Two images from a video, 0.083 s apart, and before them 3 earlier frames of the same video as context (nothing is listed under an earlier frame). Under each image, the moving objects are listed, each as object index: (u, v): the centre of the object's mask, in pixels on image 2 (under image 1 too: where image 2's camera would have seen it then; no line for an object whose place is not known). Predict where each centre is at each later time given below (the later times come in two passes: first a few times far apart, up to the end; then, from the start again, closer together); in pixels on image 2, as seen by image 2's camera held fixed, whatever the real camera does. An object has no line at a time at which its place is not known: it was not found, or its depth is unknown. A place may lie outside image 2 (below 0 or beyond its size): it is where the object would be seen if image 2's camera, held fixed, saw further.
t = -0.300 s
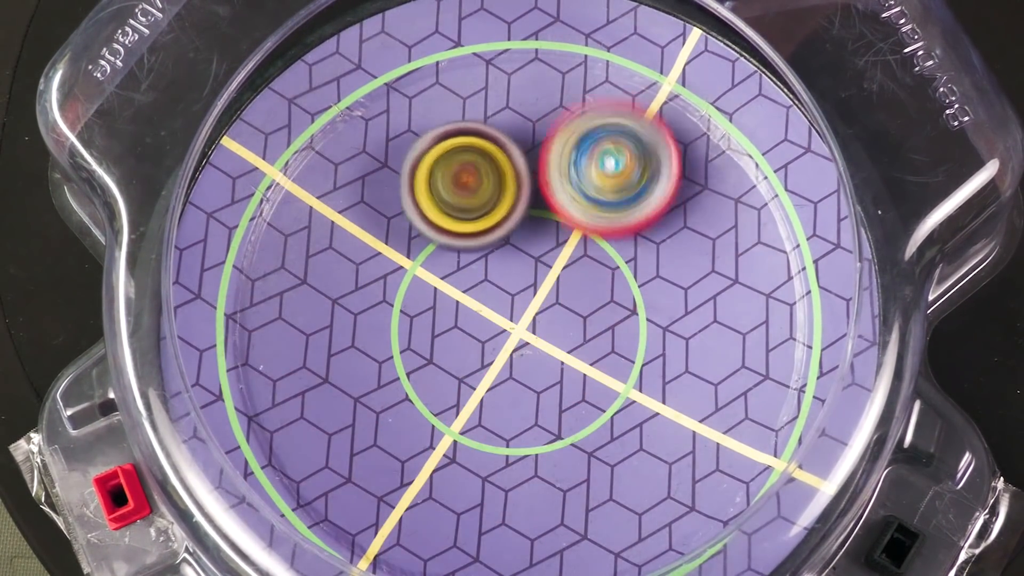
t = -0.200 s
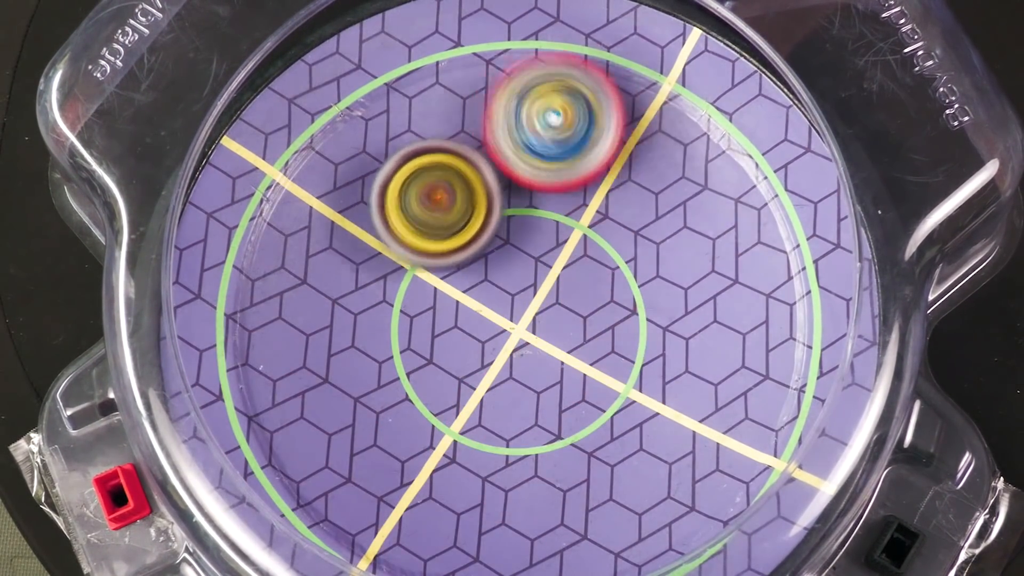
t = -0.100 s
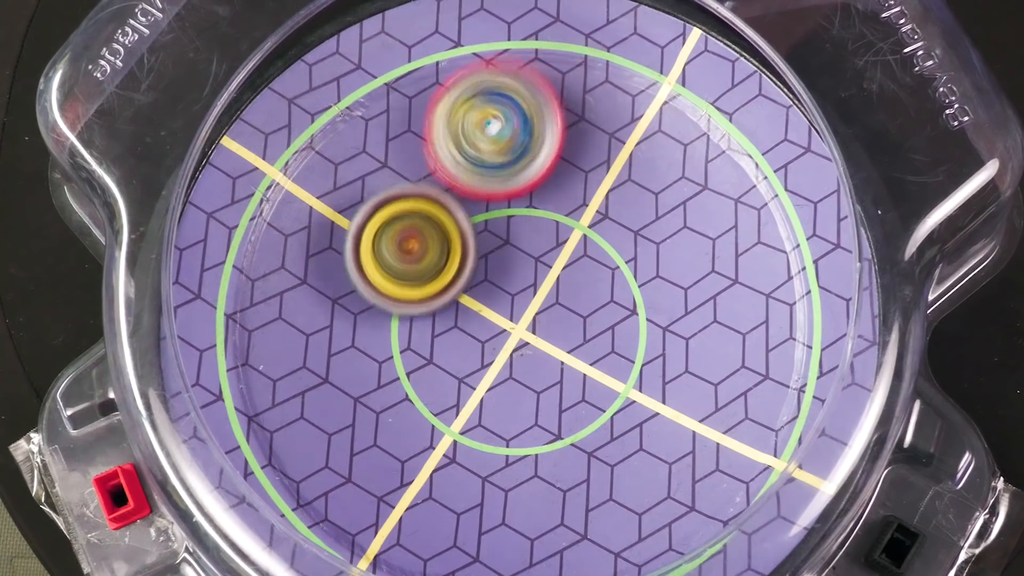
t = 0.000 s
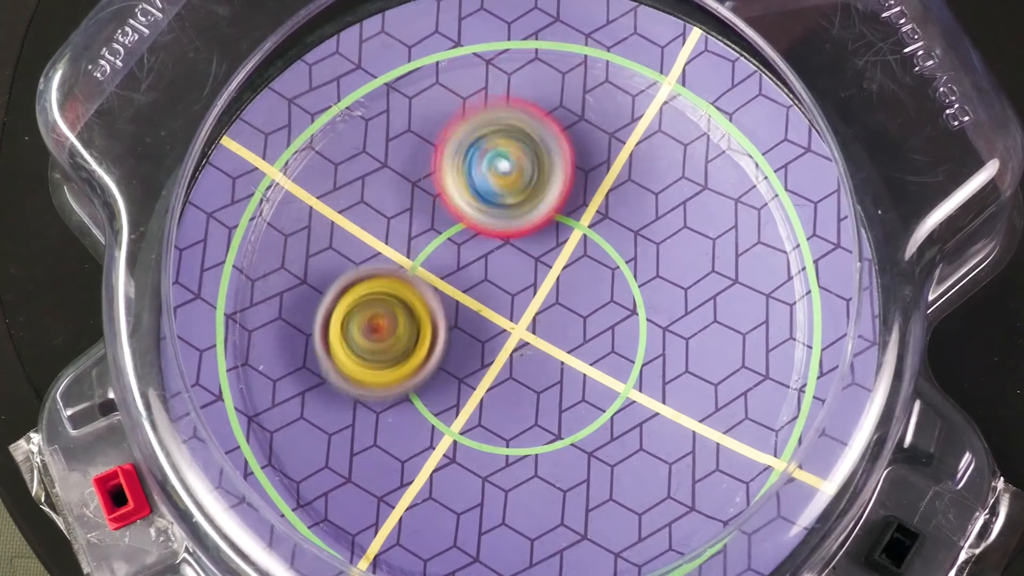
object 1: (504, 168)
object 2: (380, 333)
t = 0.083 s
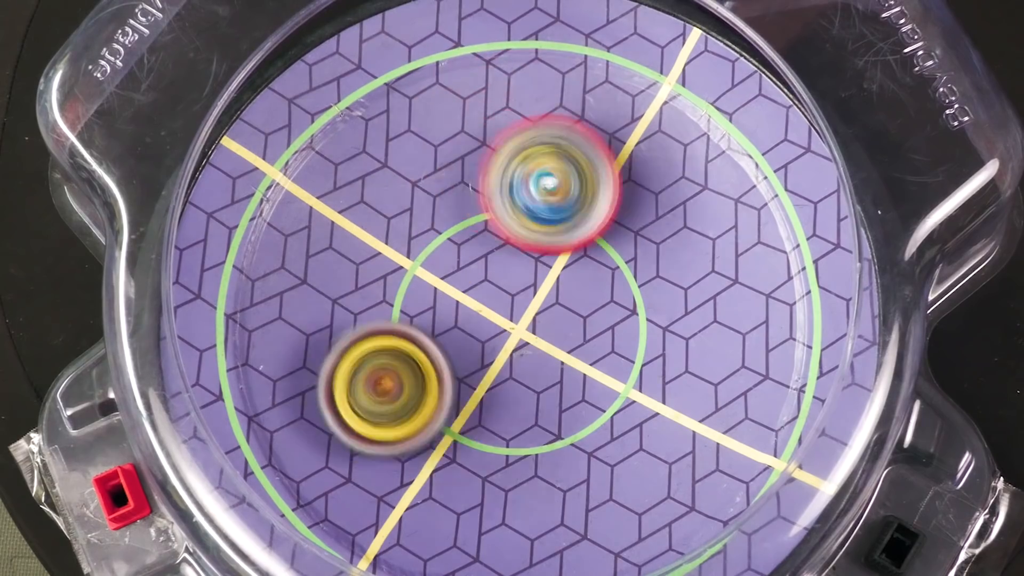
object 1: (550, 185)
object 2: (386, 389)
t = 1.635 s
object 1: (617, 189)
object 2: (366, 404)
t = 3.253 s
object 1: (600, 387)
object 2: (461, 218)
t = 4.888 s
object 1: (555, 200)
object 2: (568, 338)
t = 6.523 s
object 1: (681, 217)
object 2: (349, 290)
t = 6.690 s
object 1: (664, 255)
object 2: (424, 287)
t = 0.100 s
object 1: (562, 185)
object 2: (392, 396)
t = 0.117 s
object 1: (571, 184)
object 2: (399, 401)
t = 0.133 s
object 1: (580, 184)
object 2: (408, 405)
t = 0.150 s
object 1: (590, 181)
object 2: (417, 408)
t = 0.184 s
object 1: (604, 173)
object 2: (438, 411)
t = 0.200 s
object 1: (611, 169)
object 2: (448, 411)
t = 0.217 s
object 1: (616, 164)
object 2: (458, 410)
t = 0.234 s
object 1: (619, 160)
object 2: (468, 409)
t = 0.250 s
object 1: (622, 156)
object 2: (478, 406)
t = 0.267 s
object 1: (624, 152)
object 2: (487, 404)
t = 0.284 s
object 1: (625, 150)
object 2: (496, 401)
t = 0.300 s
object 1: (625, 147)
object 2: (504, 397)
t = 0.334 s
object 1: (621, 146)
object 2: (521, 388)
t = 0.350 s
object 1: (619, 147)
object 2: (528, 383)
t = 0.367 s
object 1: (615, 150)
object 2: (534, 379)
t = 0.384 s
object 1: (612, 152)
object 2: (541, 372)
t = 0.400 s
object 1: (609, 157)
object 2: (547, 367)
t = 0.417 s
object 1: (605, 162)
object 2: (552, 361)
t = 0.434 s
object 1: (602, 168)
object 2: (557, 356)
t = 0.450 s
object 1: (599, 176)
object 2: (561, 350)
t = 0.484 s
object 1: (596, 193)
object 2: (568, 338)
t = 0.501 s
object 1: (596, 201)
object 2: (568, 337)
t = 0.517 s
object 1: (604, 193)
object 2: (556, 362)
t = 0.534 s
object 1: (611, 185)
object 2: (542, 388)
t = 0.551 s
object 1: (617, 178)
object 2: (527, 417)
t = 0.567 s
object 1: (624, 175)
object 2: (515, 435)
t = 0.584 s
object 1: (629, 171)
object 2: (502, 455)
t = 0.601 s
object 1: (633, 170)
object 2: (491, 473)
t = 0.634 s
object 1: (640, 165)
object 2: (473, 503)
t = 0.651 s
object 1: (642, 162)
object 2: (467, 514)
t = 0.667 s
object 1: (642, 163)
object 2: (462, 520)
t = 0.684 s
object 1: (642, 163)
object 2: (459, 525)
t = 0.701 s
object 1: (643, 163)
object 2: (457, 530)
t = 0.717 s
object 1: (643, 164)
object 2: (457, 533)
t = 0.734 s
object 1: (642, 165)
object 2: (458, 536)
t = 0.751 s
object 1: (641, 166)
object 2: (460, 537)
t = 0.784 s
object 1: (637, 174)
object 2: (469, 538)
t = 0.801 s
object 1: (636, 178)
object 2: (476, 538)
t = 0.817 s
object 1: (633, 183)
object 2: (482, 537)
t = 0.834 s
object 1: (632, 188)
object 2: (491, 536)
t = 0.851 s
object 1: (630, 194)
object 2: (500, 534)
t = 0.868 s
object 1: (628, 201)
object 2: (510, 531)
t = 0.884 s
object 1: (626, 211)
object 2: (520, 528)
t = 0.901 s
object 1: (625, 219)
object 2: (529, 523)
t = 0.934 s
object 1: (624, 239)
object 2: (546, 513)
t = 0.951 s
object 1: (625, 249)
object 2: (554, 505)
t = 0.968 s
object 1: (626, 259)
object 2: (561, 495)
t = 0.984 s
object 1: (629, 269)
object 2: (567, 485)
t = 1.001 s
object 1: (632, 278)
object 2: (572, 474)
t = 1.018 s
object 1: (635, 287)
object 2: (577, 464)
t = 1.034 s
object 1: (639, 294)
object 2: (581, 453)
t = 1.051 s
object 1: (643, 301)
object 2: (584, 443)
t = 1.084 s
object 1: (660, 305)
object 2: (577, 435)
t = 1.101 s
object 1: (672, 300)
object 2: (569, 435)
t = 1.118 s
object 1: (683, 297)
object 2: (562, 435)
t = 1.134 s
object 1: (689, 293)
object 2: (555, 432)
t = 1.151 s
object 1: (697, 286)
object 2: (549, 430)
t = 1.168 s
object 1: (702, 281)
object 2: (545, 426)
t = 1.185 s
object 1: (707, 274)
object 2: (541, 422)
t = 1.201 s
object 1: (708, 268)
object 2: (537, 417)
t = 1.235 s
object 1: (710, 255)
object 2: (530, 406)
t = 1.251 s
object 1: (707, 247)
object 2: (528, 401)
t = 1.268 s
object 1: (704, 242)
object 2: (526, 395)
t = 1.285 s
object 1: (697, 237)
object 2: (525, 389)
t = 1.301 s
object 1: (691, 232)
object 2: (523, 383)
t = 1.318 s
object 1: (683, 230)
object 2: (522, 377)
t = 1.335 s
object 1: (673, 228)
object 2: (520, 371)
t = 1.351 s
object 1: (664, 230)
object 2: (519, 366)
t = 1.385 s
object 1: (644, 235)
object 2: (515, 357)
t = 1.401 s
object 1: (631, 240)
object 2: (513, 352)
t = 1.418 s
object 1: (621, 243)
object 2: (511, 349)
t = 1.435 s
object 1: (611, 250)
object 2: (508, 346)
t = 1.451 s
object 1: (613, 249)
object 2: (493, 350)
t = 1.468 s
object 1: (619, 242)
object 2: (471, 359)
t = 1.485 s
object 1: (623, 236)
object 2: (452, 369)
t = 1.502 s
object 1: (626, 230)
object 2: (435, 374)
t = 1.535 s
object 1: (629, 219)
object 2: (406, 385)
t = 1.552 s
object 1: (630, 213)
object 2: (395, 389)
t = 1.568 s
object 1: (630, 207)
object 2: (386, 392)
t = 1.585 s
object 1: (629, 203)
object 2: (378, 395)
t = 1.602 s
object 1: (625, 197)
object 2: (373, 398)
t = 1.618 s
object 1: (622, 192)
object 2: (368, 401)
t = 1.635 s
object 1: (617, 189)
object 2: (366, 404)
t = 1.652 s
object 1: (611, 187)
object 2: (365, 406)
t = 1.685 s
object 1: (597, 187)
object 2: (365, 410)
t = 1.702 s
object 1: (590, 188)
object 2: (366, 412)
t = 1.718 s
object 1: (584, 191)
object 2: (368, 414)
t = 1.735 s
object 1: (576, 196)
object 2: (371, 415)
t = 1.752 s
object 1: (571, 201)
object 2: (374, 416)
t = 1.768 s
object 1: (564, 208)
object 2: (377, 417)
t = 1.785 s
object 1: (557, 216)
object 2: (381, 418)
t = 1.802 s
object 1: (553, 224)
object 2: (385, 418)
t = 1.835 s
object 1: (546, 242)
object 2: (394, 417)
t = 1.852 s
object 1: (543, 251)
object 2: (398, 416)
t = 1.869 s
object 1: (541, 260)
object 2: (402, 415)
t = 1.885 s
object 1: (541, 270)
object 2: (407, 413)
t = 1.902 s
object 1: (540, 277)
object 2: (412, 411)
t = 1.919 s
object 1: (541, 287)
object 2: (417, 409)
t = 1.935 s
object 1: (542, 296)
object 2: (422, 407)
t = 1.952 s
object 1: (543, 305)
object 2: (426, 404)
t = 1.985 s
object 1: (554, 323)
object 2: (427, 400)
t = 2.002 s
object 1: (580, 323)
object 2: (408, 402)
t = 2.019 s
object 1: (607, 323)
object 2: (388, 406)
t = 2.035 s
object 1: (623, 321)
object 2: (373, 407)
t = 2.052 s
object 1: (639, 319)
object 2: (358, 408)
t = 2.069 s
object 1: (651, 318)
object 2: (347, 409)
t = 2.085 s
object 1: (659, 316)
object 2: (338, 408)
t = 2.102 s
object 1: (669, 312)
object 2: (330, 407)
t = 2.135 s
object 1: (688, 305)
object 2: (322, 405)
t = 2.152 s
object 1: (698, 301)
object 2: (321, 403)
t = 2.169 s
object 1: (708, 296)
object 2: (321, 401)
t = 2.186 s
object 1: (716, 293)
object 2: (323, 400)
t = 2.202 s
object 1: (724, 288)
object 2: (326, 397)
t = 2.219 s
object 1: (732, 283)
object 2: (331, 395)
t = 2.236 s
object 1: (739, 279)
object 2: (336, 392)
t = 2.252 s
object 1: (745, 273)
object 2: (341, 389)
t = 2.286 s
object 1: (756, 263)
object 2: (354, 382)
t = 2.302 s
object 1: (760, 256)
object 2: (361, 379)
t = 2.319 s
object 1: (763, 249)
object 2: (369, 375)
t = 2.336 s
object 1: (766, 242)
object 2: (377, 371)
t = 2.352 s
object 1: (766, 236)
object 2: (386, 367)
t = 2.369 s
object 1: (765, 228)
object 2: (394, 363)
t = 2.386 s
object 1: (763, 222)
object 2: (401, 358)
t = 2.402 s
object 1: (757, 216)
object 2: (409, 354)
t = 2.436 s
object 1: (743, 209)
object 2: (425, 345)
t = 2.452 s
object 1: (734, 207)
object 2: (433, 339)
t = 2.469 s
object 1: (724, 206)
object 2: (440, 333)
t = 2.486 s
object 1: (715, 206)
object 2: (447, 327)
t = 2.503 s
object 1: (706, 208)
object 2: (454, 321)
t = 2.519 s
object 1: (696, 210)
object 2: (460, 314)
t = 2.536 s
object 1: (687, 212)
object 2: (466, 308)
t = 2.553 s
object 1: (678, 215)
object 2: (472, 300)
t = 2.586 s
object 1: (660, 224)
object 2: (484, 284)
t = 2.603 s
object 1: (651, 228)
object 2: (489, 275)
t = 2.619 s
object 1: (639, 231)
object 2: (495, 266)
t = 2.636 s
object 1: (631, 236)
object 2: (498, 258)
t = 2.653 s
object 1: (631, 240)
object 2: (494, 245)
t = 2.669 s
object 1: (637, 247)
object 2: (487, 234)
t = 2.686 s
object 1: (644, 257)
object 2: (477, 220)
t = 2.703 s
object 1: (647, 263)
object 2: (470, 210)
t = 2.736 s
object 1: (650, 277)
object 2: (456, 189)
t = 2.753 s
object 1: (652, 282)
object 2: (451, 181)
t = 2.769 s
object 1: (654, 287)
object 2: (447, 174)
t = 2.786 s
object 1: (656, 292)
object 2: (443, 169)
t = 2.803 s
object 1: (659, 297)
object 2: (439, 165)
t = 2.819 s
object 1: (661, 302)
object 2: (436, 161)
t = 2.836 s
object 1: (663, 307)
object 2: (433, 159)
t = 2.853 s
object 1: (664, 313)
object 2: (431, 157)
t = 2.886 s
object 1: (667, 323)
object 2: (426, 156)
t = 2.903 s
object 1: (668, 328)
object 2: (424, 156)
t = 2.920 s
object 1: (668, 333)
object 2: (422, 156)
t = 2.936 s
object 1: (668, 338)
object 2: (421, 158)
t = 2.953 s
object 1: (668, 342)
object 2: (420, 158)
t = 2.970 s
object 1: (669, 348)
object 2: (419, 160)
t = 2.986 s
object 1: (667, 352)
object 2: (419, 162)
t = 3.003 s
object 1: (666, 355)
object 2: (419, 163)
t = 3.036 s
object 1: (662, 363)
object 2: (420, 169)
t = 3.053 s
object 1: (659, 365)
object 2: (422, 172)
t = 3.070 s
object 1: (658, 367)
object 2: (424, 175)
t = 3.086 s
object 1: (654, 369)
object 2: (426, 179)
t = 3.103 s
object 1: (649, 371)
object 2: (429, 183)
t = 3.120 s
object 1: (644, 373)
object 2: (432, 186)
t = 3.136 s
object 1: (641, 375)
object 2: (435, 191)
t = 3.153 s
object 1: (635, 377)
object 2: (438, 194)
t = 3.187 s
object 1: (623, 380)
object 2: (445, 203)
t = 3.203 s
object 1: (618, 383)
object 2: (449, 207)
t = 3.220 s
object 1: (612, 385)
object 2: (453, 211)
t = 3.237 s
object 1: (606, 386)
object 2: (458, 215)
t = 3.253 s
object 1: (600, 387)
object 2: (461, 218)
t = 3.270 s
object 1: (593, 390)
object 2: (467, 221)
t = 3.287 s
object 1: (586, 392)
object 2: (470, 224)
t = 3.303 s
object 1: (580, 392)
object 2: (475, 226)
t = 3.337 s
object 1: (567, 395)
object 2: (486, 230)
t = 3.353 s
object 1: (562, 397)
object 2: (491, 233)
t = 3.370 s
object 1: (555, 397)
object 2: (496, 234)
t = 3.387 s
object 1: (550, 397)
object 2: (502, 235)
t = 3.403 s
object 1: (542, 397)
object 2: (509, 237)
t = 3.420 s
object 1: (534, 398)
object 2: (515, 238)
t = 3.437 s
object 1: (528, 398)
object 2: (522, 239)
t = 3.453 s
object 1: (523, 399)
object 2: (529, 239)
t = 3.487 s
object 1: (509, 398)
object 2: (543, 241)
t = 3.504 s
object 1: (503, 397)
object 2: (551, 242)
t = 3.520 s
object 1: (497, 398)
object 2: (558, 242)
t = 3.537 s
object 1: (490, 398)
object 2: (565, 242)
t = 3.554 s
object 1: (484, 396)
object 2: (572, 242)
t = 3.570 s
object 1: (479, 395)
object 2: (579, 242)
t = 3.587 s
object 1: (472, 395)
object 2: (586, 242)
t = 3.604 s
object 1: (467, 394)
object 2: (592, 241)
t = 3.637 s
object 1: (457, 391)
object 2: (604, 240)
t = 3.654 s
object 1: (450, 390)
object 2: (609, 239)
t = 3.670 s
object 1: (443, 389)
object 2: (614, 239)
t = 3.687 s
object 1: (439, 387)
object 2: (618, 238)
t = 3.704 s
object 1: (435, 385)
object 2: (623, 237)
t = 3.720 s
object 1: (429, 383)
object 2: (626, 236)
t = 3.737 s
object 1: (423, 382)
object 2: (630, 235)
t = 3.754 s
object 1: (420, 380)
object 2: (633, 234)
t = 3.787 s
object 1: (411, 375)
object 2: (637, 232)
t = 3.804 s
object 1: (407, 373)
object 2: (640, 231)
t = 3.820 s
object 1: (404, 369)
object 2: (642, 230)
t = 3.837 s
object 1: (402, 367)
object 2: (644, 229)
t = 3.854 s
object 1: (398, 364)
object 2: (644, 228)
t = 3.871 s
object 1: (397, 362)
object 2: (645, 227)
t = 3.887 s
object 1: (396, 360)
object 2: (646, 227)
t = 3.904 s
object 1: (396, 357)
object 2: (646, 227)
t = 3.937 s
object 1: (396, 352)
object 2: (647, 226)
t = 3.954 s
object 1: (397, 348)
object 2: (646, 226)
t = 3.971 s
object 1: (399, 345)
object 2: (646, 227)
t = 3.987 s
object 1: (400, 341)
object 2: (645, 227)
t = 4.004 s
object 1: (401, 337)
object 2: (644, 227)
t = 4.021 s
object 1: (403, 331)
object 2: (643, 228)
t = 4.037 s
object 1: (406, 326)
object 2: (642, 229)
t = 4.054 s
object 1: (407, 322)
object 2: (641, 230)
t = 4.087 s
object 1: (411, 310)
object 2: (638, 232)
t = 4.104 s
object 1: (414, 306)
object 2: (636, 233)
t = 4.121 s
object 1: (415, 301)
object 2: (635, 234)
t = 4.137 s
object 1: (417, 295)
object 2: (633, 236)
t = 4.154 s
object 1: (420, 290)
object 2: (631, 237)
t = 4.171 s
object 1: (423, 285)
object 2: (630, 238)
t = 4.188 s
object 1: (424, 281)
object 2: (628, 239)
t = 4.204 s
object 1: (427, 275)
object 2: (627, 241)
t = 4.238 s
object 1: (433, 265)
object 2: (623, 244)
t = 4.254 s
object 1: (435, 261)
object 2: (622, 245)
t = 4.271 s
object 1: (437, 256)
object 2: (620, 247)
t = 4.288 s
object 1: (440, 250)
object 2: (619, 248)
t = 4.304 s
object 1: (444, 246)
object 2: (618, 250)
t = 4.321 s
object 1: (446, 242)
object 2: (616, 252)
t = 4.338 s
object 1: (449, 237)
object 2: (614, 254)
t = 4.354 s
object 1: (452, 232)
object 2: (613, 256)
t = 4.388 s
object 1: (459, 225)
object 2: (609, 260)
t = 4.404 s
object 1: (462, 220)
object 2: (608, 262)
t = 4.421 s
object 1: (465, 216)
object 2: (606, 264)
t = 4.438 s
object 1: (469, 213)
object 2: (605, 267)
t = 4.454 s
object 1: (472, 211)
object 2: (603, 269)
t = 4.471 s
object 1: (475, 207)
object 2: (602, 272)
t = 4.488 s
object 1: (479, 204)
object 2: (600, 275)
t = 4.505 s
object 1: (483, 200)
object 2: (599, 277)
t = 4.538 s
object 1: (489, 194)
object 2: (596, 282)
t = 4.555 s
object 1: (493, 191)
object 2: (594, 285)
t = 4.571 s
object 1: (497, 187)
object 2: (592, 288)
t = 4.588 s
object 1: (501, 186)
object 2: (591, 290)
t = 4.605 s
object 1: (504, 184)
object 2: (589, 292)
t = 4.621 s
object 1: (507, 182)
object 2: (588, 295)
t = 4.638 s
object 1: (512, 179)
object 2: (586, 297)
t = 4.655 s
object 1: (515, 179)
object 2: (585, 300)
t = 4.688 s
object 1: (520, 178)
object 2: (582, 304)
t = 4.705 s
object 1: (522, 178)
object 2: (581, 307)
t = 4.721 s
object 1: (526, 179)
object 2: (579, 310)
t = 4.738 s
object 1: (528, 180)
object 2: (578, 313)
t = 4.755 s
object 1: (531, 182)
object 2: (577, 316)
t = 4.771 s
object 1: (533, 183)
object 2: (577, 318)
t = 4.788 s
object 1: (538, 185)
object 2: (575, 320)
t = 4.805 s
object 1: (540, 188)
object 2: (574, 323)
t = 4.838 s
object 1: (546, 193)
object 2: (571, 328)
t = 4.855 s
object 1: (549, 195)
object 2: (570, 330)
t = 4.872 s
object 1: (551, 197)
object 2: (569, 334)
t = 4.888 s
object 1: (555, 200)
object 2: (568, 338)
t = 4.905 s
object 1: (557, 201)
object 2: (566, 341)
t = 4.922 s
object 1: (559, 202)
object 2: (565, 344)
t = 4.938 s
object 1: (563, 204)
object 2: (563, 347)
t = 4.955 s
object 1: (566, 206)
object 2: (562, 350)
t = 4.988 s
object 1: (570, 211)
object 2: (559, 353)
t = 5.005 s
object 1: (573, 214)
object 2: (557, 355)
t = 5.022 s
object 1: (575, 217)
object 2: (555, 357)
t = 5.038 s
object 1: (577, 222)
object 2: (554, 358)
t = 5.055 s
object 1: (580, 225)
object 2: (552, 359)
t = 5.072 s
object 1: (583, 226)
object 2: (550, 361)
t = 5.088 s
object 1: (589, 223)
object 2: (545, 369)
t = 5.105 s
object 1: (594, 220)
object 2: (540, 378)
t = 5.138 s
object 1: (597, 212)
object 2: (530, 390)
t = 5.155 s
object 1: (601, 208)
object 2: (526, 393)
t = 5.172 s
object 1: (603, 205)
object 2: (523, 396)
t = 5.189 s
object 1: (603, 201)
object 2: (520, 398)
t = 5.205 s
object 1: (604, 197)
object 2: (518, 399)
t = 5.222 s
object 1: (604, 193)
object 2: (515, 399)
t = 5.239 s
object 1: (604, 191)
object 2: (514, 400)
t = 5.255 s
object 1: (603, 190)
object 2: (512, 399)
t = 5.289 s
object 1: (600, 188)
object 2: (509, 398)
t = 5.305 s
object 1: (598, 188)
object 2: (507, 396)
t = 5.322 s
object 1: (595, 189)
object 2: (506, 395)
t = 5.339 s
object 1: (593, 190)
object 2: (505, 394)
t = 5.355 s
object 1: (589, 193)
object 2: (503, 393)
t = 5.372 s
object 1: (584, 196)
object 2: (502, 391)
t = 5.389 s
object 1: (583, 198)
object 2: (501, 389)
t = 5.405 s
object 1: (579, 202)
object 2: (500, 387)
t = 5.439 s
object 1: (572, 213)
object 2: (498, 382)
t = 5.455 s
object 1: (568, 217)
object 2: (497, 379)
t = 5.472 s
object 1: (568, 223)
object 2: (496, 377)
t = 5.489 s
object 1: (564, 227)
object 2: (494, 375)
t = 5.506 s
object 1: (561, 234)
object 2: (493, 373)
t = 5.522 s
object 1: (558, 239)
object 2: (492, 370)
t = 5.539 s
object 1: (556, 243)
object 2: (491, 367)
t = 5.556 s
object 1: (554, 250)
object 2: (490, 365)
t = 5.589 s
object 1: (574, 238)
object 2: (465, 383)
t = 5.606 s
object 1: (583, 233)
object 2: (450, 395)
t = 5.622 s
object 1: (590, 226)
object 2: (437, 405)
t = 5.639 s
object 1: (595, 223)
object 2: (426, 414)
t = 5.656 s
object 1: (599, 219)
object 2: (416, 419)
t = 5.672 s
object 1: (602, 218)
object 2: (408, 424)
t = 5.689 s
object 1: (603, 214)
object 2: (402, 427)
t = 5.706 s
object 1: (605, 211)
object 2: (398, 429)
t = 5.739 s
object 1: (612, 205)
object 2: (394, 429)
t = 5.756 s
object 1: (616, 202)
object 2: (393, 428)
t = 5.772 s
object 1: (618, 201)
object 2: (394, 426)
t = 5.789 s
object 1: (621, 197)
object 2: (394, 424)
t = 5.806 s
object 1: (623, 196)
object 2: (396, 422)
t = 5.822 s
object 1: (626, 193)
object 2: (399, 418)
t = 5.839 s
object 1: (628, 192)
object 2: (401, 415)
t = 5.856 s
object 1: (629, 190)
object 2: (404, 412)
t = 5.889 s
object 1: (629, 190)
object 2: (410, 403)
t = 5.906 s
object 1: (628, 192)
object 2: (414, 399)
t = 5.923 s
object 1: (626, 191)
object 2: (418, 394)
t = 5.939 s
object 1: (625, 193)
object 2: (422, 388)
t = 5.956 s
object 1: (623, 195)
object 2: (426, 383)
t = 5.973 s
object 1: (622, 198)
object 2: (430, 378)
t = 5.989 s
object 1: (617, 202)
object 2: (434, 373)
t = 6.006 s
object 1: (615, 206)
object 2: (437, 367)
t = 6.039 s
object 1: (610, 212)
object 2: (445, 357)
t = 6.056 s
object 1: (606, 215)
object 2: (448, 351)
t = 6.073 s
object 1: (605, 219)
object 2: (452, 346)
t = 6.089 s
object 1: (600, 223)
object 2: (455, 341)
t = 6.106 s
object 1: (597, 228)
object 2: (458, 334)
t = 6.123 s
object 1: (592, 231)
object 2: (462, 328)
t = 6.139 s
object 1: (589, 235)
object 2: (465, 322)
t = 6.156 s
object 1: (585, 238)
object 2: (468, 314)
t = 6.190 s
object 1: (610, 236)
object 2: (443, 306)
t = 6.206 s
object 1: (635, 233)
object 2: (418, 305)
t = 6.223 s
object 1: (654, 232)
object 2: (395, 303)
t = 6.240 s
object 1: (667, 231)
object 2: (375, 301)
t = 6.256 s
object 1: (677, 229)
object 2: (357, 299)
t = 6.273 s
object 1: (686, 228)
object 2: (342, 297)
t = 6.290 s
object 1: (691, 228)
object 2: (330, 295)
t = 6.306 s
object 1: (695, 228)
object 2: (321, 293)
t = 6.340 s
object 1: (697, 224)
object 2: (310, 290)
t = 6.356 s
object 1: (697, 223)
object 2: (309, 290)
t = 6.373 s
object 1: (696, 223)
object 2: (309, 289)
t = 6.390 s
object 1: (694, 222)
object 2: (310, 288)
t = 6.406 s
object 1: (692, 222)
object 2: (313, 289)
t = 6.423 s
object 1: (688, 222)
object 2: (317, 289)
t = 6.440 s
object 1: (684, 222)
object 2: (321, 289)
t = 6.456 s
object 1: (681, 220)
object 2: (325, 290)
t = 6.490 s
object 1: (679, 216)
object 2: (337, 290)
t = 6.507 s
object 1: (680, 216)
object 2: (343, 290)
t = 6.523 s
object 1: (681, 217)
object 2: (349, 290)
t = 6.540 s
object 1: (680, 218)
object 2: (356, 290)
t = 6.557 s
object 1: (679, 219)
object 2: (362, 290)
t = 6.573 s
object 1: (676, 222)
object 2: (371, 290)
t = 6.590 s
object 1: (673, 225)
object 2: (378, 290)
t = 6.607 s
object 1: (671, 228)
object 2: (385, 290)
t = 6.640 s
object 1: (666, 238)
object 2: (402, 289)
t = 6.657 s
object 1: (664, 244)
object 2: (409, 289)
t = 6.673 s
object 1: (664, 250)
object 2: (417, 288)
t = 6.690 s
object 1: (664, 255)
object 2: (424, 287)
